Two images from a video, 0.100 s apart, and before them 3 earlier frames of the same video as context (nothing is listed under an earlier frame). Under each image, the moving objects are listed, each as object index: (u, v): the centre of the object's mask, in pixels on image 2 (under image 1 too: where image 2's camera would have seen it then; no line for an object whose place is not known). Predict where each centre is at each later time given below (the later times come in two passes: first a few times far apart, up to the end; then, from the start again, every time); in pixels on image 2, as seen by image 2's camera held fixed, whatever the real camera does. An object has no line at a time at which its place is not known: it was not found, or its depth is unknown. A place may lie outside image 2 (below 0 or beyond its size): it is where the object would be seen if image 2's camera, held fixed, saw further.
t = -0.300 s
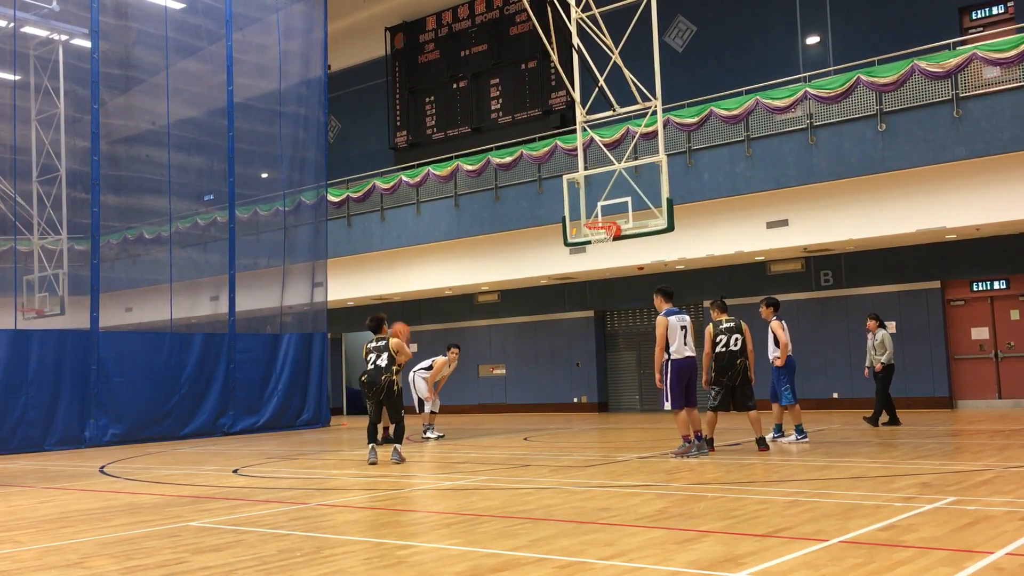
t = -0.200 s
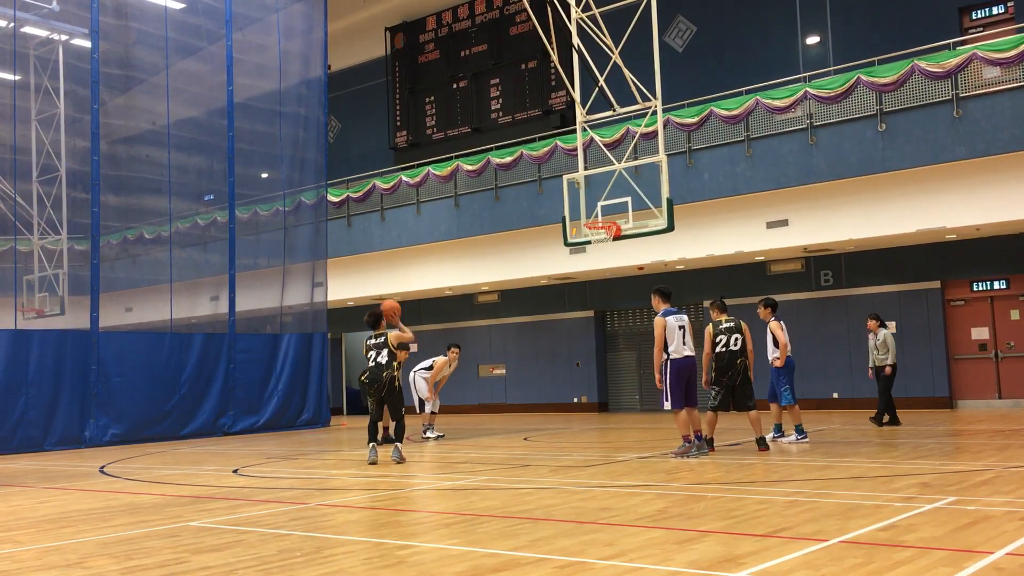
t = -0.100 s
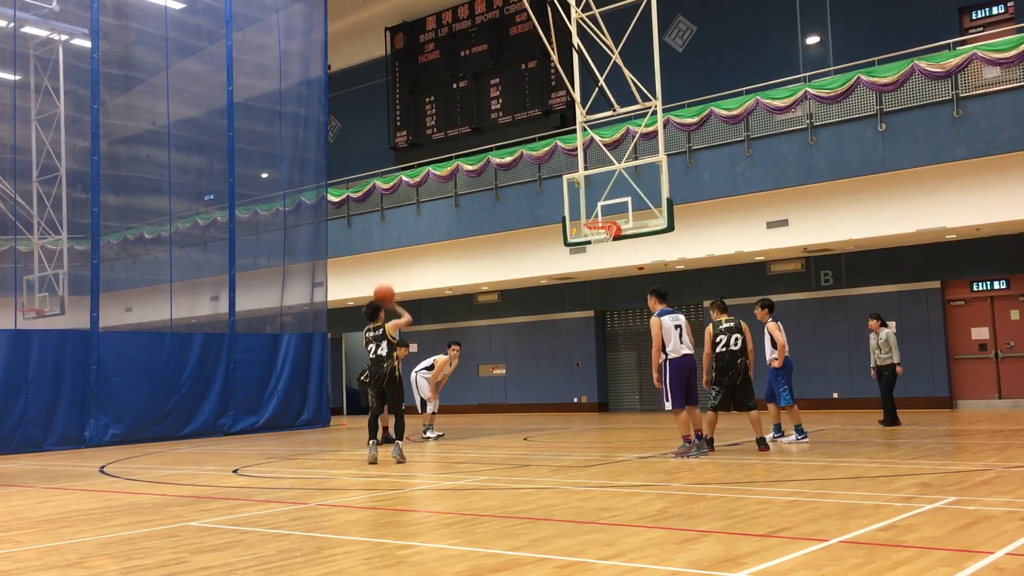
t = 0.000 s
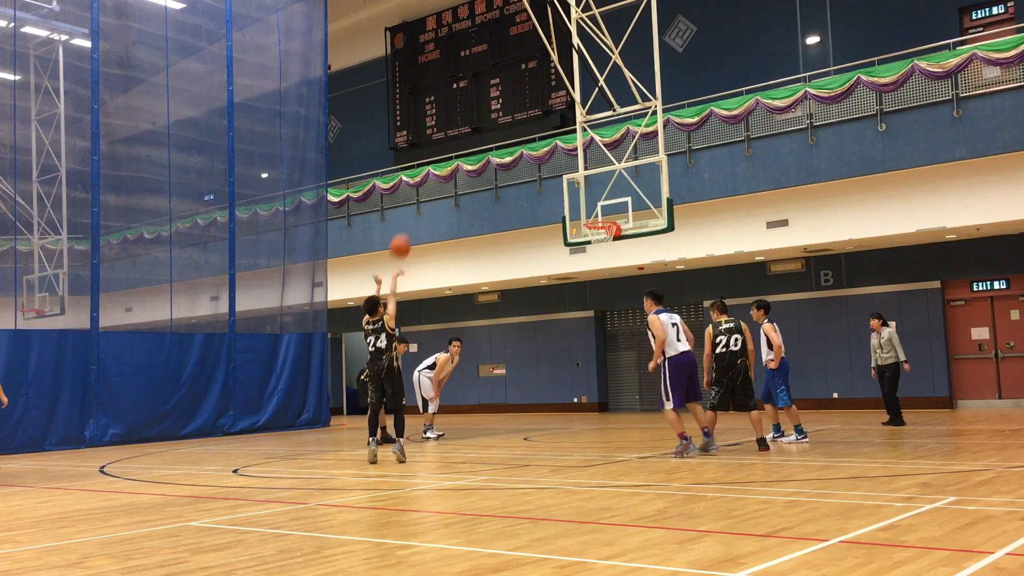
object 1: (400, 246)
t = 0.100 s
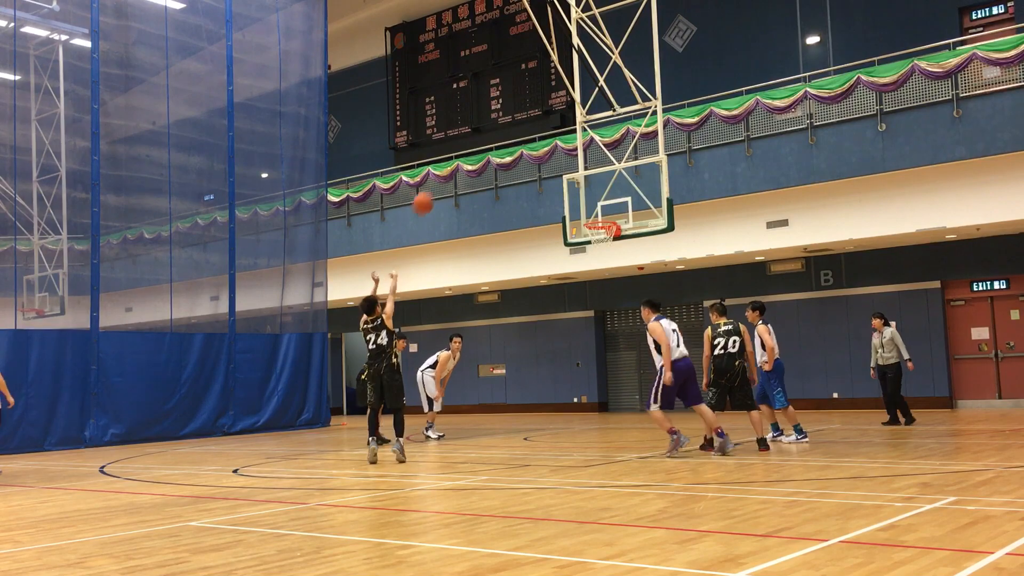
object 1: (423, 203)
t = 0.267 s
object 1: (460, 152)
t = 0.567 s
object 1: (519, 123)
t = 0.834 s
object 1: (566, 151)
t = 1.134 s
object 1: (603, 211)
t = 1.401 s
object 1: (548, 175)
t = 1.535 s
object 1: (520, 173)
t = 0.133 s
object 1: (430, 190)
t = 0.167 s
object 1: (438, 181)
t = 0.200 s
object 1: (445, 170)
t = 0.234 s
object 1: (452, 160)
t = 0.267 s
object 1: (460, 152)
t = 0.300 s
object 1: (467, 146)
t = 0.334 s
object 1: (473, 139)
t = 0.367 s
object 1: (480, 135)
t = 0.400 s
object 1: (487, 131)
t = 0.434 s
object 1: (493, 128)
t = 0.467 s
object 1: (500, 126)
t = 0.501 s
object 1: (506, 124)
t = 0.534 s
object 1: (513, 124)
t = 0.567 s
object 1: (519, 123)
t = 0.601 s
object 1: (525, 124)
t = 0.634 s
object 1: (531, 126)
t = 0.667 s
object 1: (537, 128)
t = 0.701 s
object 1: (543, 131)
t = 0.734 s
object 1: (549, 135)
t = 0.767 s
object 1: (554, 139)
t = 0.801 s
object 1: (561, 145)
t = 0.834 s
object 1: (566, 151)
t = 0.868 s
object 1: (571, 157)
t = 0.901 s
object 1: (577, 163)
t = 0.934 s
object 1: (582, 172)
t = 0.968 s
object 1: (589, 181)
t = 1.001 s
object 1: (594, 189)
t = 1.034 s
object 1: (599, 198)
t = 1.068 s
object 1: (605, 211)
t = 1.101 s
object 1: (609, 216)
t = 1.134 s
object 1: (603, 211)
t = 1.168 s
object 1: (596, 204)
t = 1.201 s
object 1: (589, 197)
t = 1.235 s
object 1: (582, 192)
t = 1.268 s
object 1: (575, 187)
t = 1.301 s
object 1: (569, 183)
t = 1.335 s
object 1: (561, 179)
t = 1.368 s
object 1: (554, 177)
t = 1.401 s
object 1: (548, 175)
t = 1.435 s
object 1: (541, 173)
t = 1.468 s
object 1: (534, 173)
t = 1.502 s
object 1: (528, 173)
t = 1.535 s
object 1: (520, 173)
